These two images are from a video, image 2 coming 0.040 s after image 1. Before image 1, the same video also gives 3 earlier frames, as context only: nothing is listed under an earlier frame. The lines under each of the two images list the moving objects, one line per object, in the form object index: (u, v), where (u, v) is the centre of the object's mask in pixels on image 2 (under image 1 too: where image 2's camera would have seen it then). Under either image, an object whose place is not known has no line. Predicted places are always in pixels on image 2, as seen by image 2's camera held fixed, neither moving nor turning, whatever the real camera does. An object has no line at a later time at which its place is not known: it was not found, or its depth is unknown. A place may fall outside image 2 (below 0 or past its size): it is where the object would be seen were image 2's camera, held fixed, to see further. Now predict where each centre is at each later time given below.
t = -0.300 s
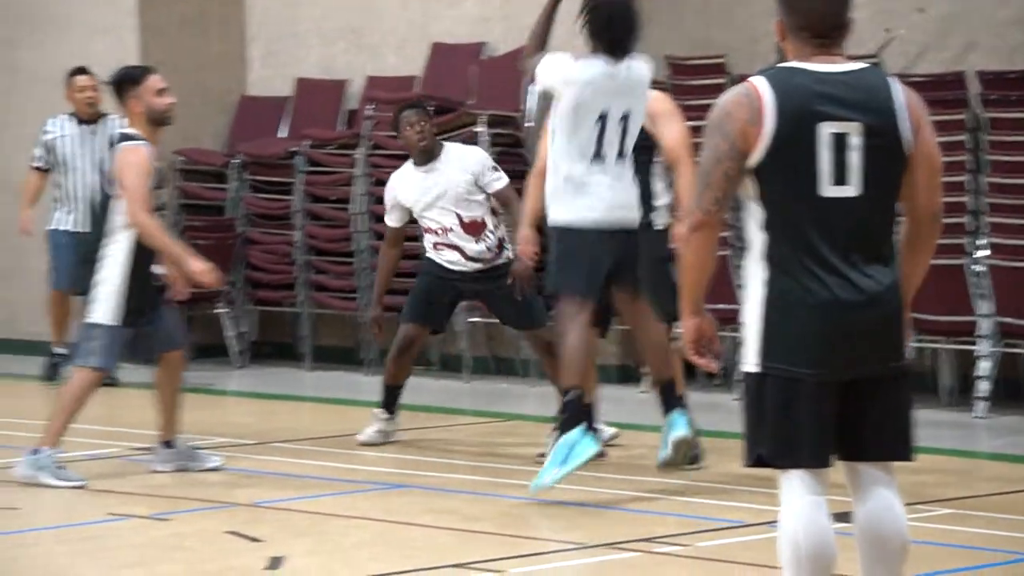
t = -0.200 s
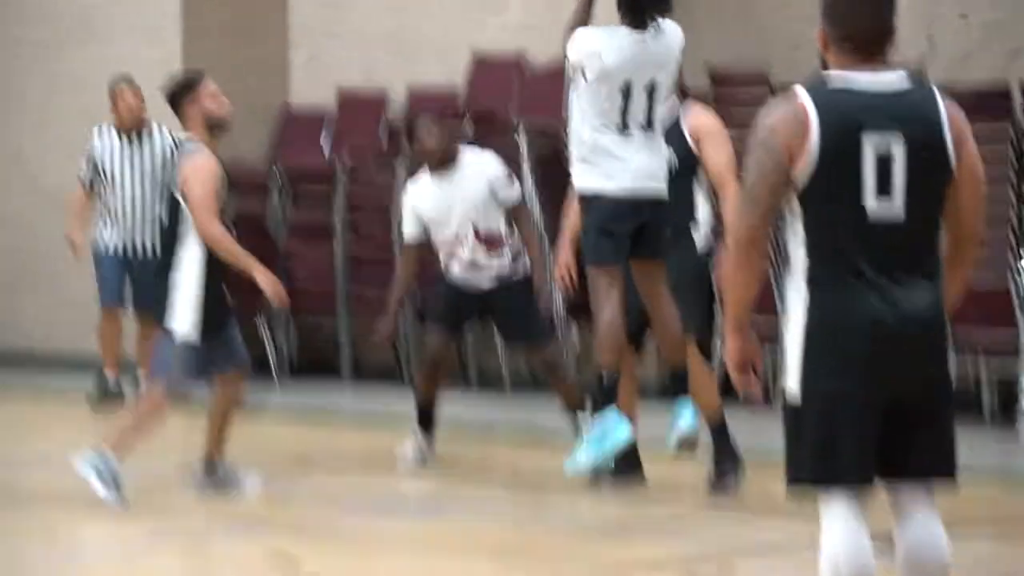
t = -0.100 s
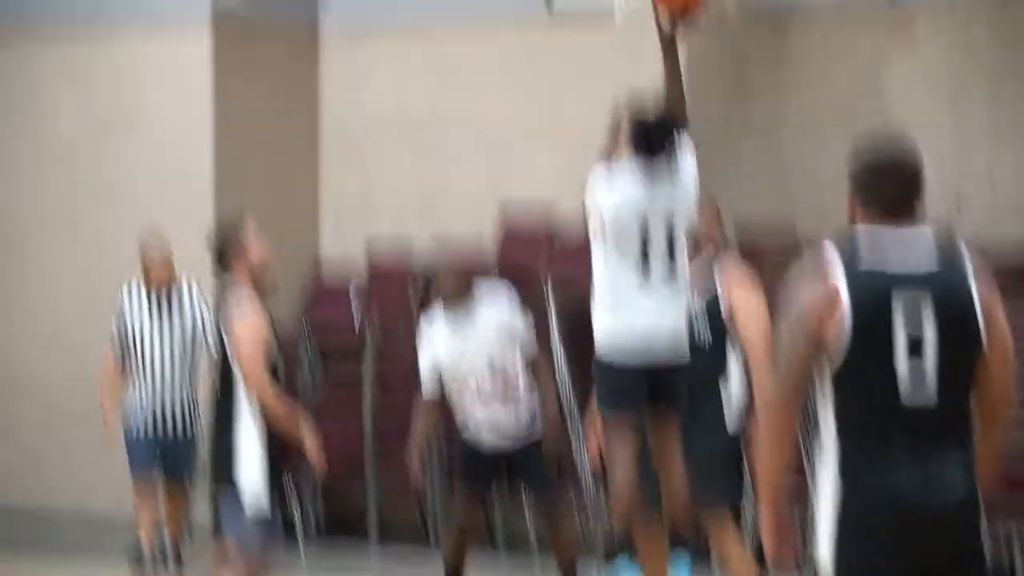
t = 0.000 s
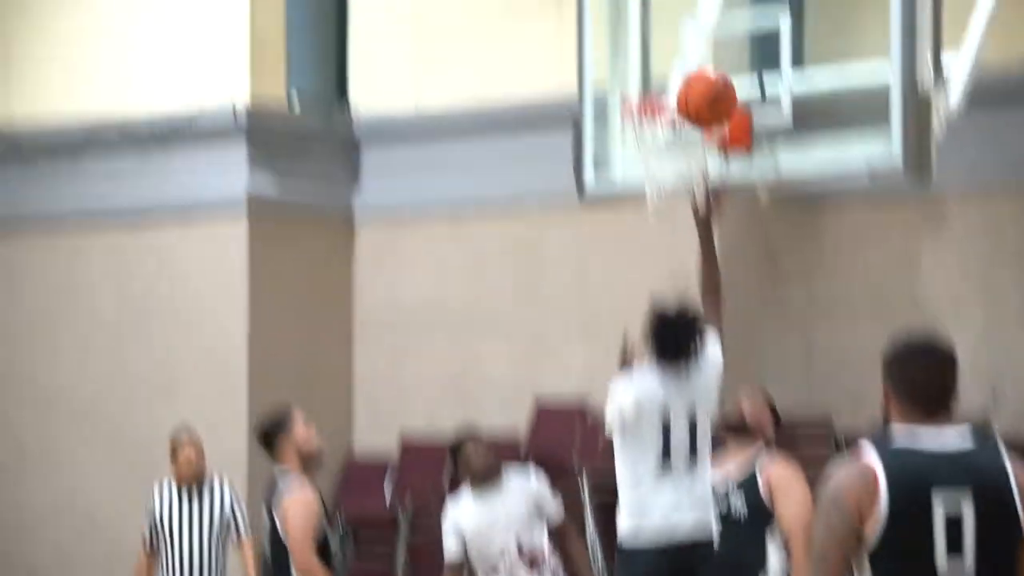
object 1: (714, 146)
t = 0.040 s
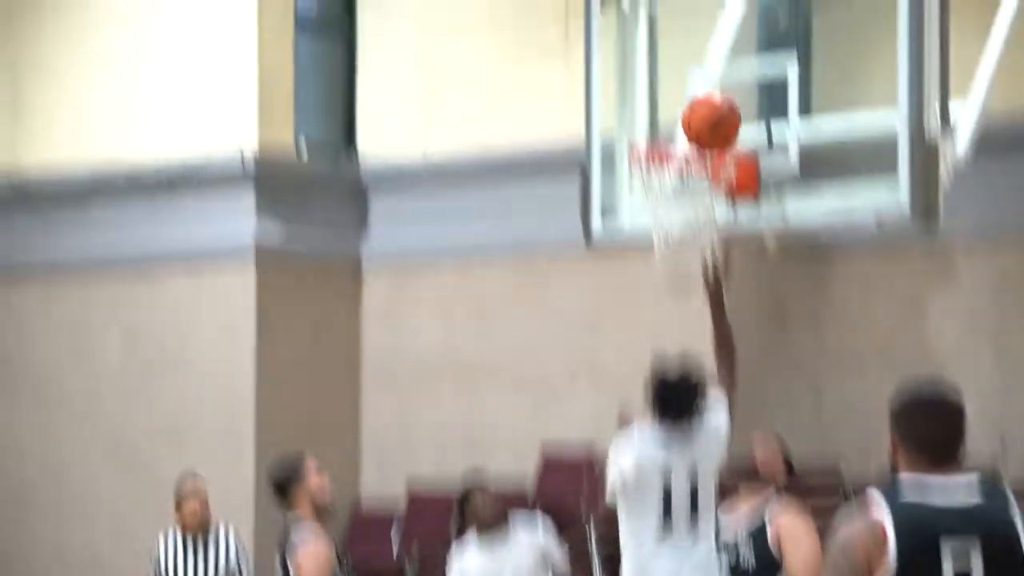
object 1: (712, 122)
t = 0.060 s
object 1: (710, 111)
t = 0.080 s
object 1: (709, 102)
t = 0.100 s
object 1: (708, 98)
